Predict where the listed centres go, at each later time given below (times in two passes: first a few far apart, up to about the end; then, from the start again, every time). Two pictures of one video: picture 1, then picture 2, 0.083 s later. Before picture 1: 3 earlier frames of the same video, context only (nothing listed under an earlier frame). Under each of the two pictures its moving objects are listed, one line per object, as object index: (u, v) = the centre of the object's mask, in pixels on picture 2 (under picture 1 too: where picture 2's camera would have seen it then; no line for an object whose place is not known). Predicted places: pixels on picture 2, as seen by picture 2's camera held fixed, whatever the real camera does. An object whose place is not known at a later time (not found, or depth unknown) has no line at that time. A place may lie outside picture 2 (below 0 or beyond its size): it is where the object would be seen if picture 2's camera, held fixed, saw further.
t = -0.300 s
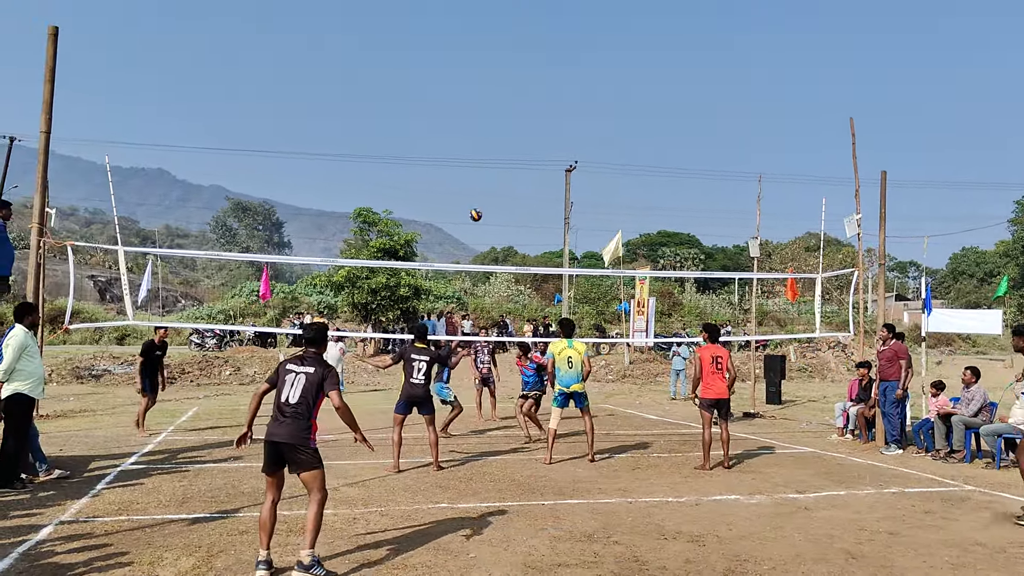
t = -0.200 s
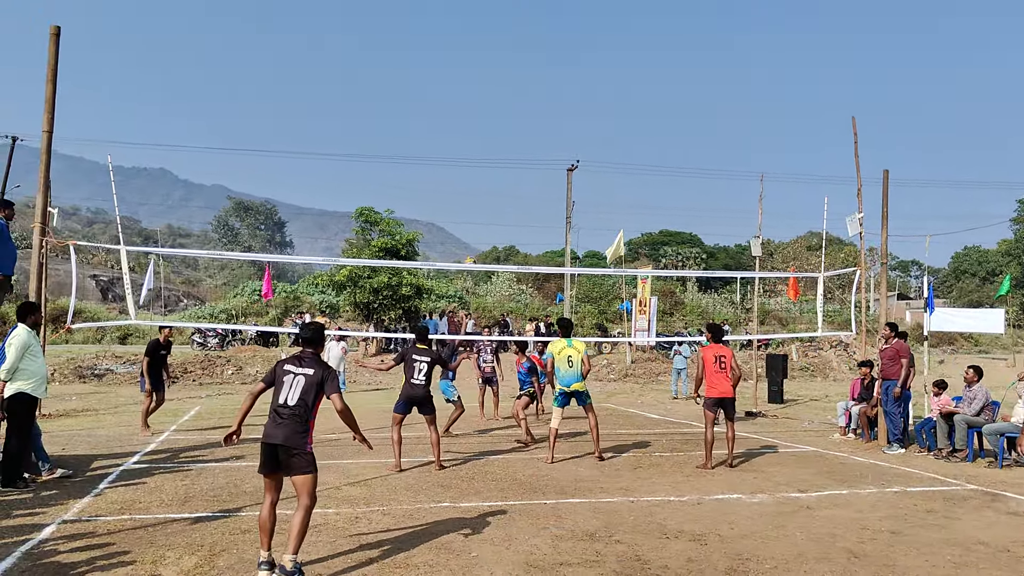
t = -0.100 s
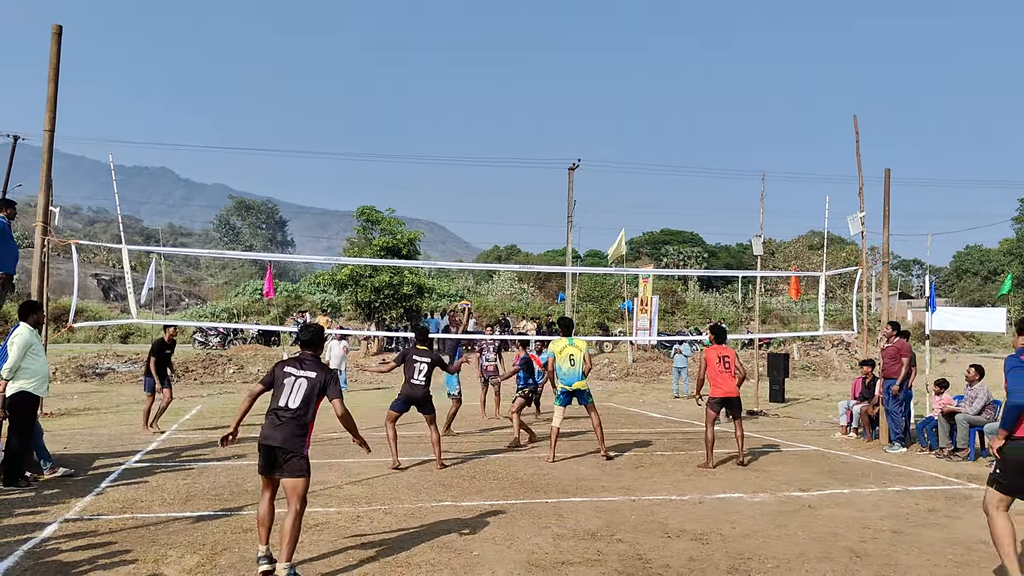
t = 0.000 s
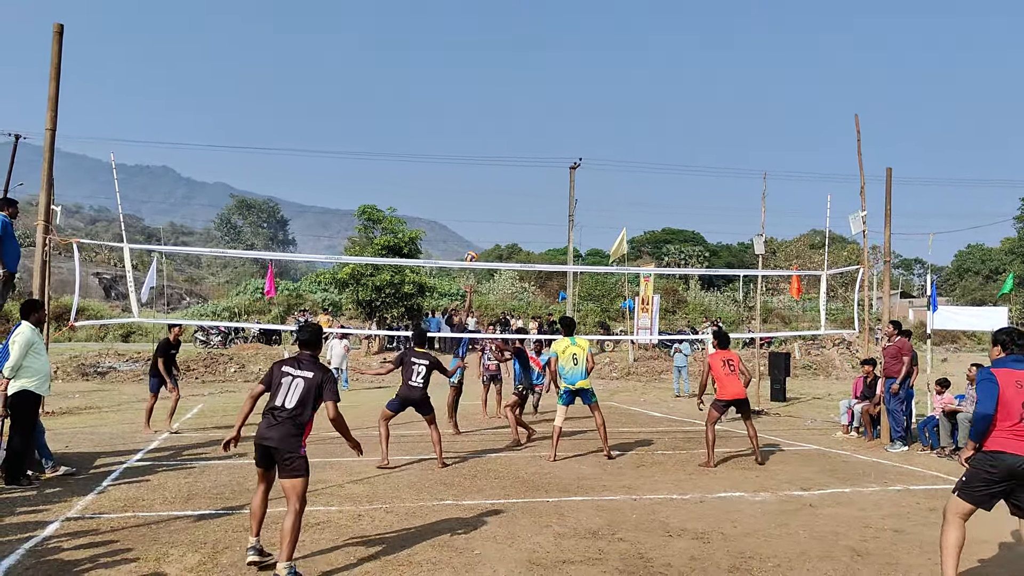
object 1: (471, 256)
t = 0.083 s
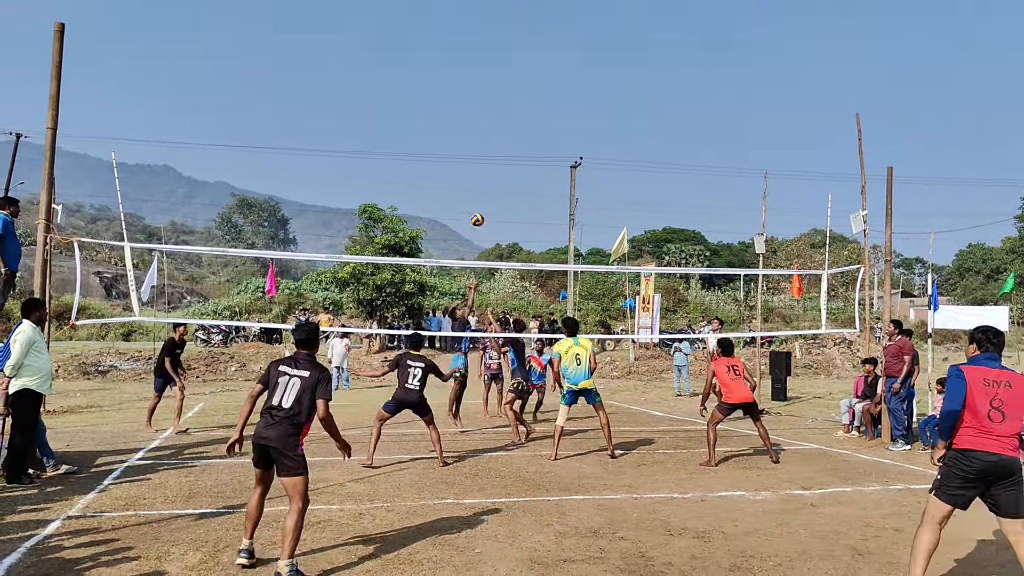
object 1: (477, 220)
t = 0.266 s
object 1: (489, 155)
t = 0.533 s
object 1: (505, 99)
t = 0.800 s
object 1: (519, 86)
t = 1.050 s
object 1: (531, 113)
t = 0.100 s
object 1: (478, 213)
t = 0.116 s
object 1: (479, 206)
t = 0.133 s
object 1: (481, 200)
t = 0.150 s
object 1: (482, 194)
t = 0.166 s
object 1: (483, 187)
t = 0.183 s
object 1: (484, 182)
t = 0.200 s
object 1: (485, 176)
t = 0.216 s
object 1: (486, 170)
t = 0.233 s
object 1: (487, 165)
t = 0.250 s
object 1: (488, 160)
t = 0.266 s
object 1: (489, 155)
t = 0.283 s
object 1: (491, 150)
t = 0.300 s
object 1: (491, 146)
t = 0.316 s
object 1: (492, 141)
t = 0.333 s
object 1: (493, 137)
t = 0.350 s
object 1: (494, 133)
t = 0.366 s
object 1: (495, 129)
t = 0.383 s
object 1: (496, 125)
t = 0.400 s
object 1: (497, 121)
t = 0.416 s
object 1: (499, 118)
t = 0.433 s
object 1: (499, 114)
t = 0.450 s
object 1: (500, 112)
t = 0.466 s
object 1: (501, 109)
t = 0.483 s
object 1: (502, 106)
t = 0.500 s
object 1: (503, 103)
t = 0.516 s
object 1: (504, 101)
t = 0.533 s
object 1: (505, 99)
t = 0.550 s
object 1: (506, 97)
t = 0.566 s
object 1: (506, 95)
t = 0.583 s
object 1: (507, 93)
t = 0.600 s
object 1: (508, 91)
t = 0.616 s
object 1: (509, 90)
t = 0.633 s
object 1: (510, 89)
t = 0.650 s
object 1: (511, 88)
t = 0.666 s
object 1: (512, 87)
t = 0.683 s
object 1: (513, 86)
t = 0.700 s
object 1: (514, 86)
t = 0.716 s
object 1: (515, 85)
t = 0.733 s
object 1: (516, 85)
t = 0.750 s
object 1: (516, 85)
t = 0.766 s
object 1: (517, 85)
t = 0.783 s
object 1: (518, 85)
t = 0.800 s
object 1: (519, 86)
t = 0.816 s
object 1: (520, 87)
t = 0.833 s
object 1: (521, 88)
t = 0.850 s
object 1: (521, 89)
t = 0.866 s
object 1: (522, 90)
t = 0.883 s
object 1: (523, 91)
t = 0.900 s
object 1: (524, 92)
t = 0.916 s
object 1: (525, 94)
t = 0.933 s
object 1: (526, 96)
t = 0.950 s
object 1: (527, 98)
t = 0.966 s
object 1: (528, 100)
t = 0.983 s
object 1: (529, 102)
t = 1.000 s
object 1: (529, 105)
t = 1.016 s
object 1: (530, 108)
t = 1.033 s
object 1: (531, 111)
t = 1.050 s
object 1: (531, 113)
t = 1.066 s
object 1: (532, 117)
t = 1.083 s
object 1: (533, 120)
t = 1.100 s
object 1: (534, 124)
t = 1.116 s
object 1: (535, 127)
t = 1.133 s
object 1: (535, 131)
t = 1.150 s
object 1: (536, 136)
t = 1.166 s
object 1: (537, 140)
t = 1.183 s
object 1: (537, 145)
